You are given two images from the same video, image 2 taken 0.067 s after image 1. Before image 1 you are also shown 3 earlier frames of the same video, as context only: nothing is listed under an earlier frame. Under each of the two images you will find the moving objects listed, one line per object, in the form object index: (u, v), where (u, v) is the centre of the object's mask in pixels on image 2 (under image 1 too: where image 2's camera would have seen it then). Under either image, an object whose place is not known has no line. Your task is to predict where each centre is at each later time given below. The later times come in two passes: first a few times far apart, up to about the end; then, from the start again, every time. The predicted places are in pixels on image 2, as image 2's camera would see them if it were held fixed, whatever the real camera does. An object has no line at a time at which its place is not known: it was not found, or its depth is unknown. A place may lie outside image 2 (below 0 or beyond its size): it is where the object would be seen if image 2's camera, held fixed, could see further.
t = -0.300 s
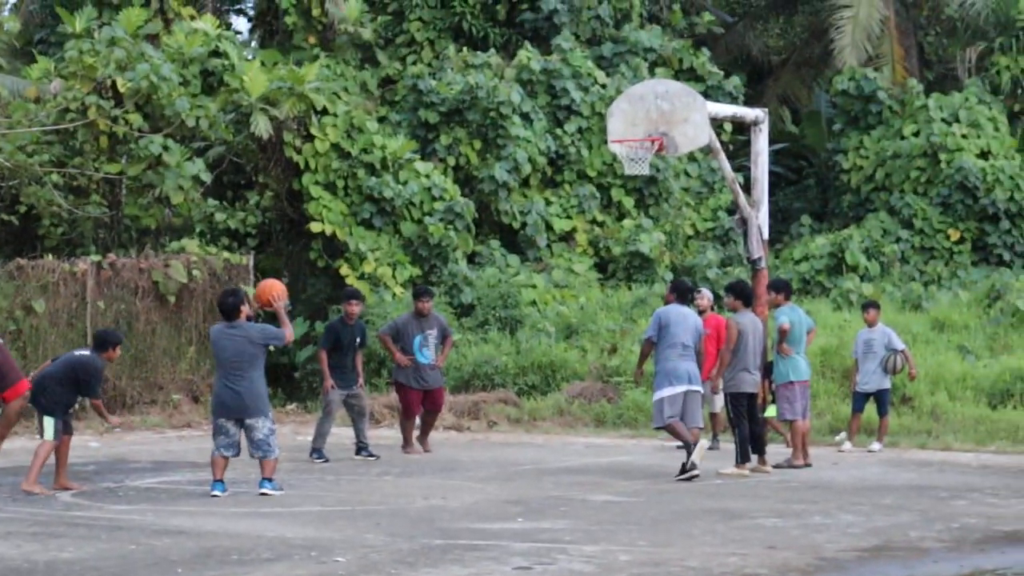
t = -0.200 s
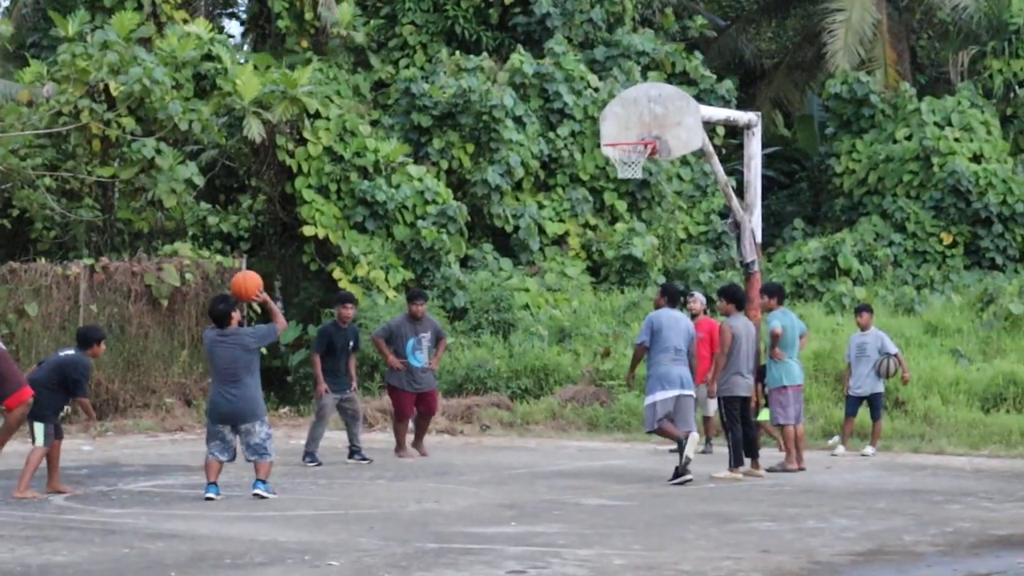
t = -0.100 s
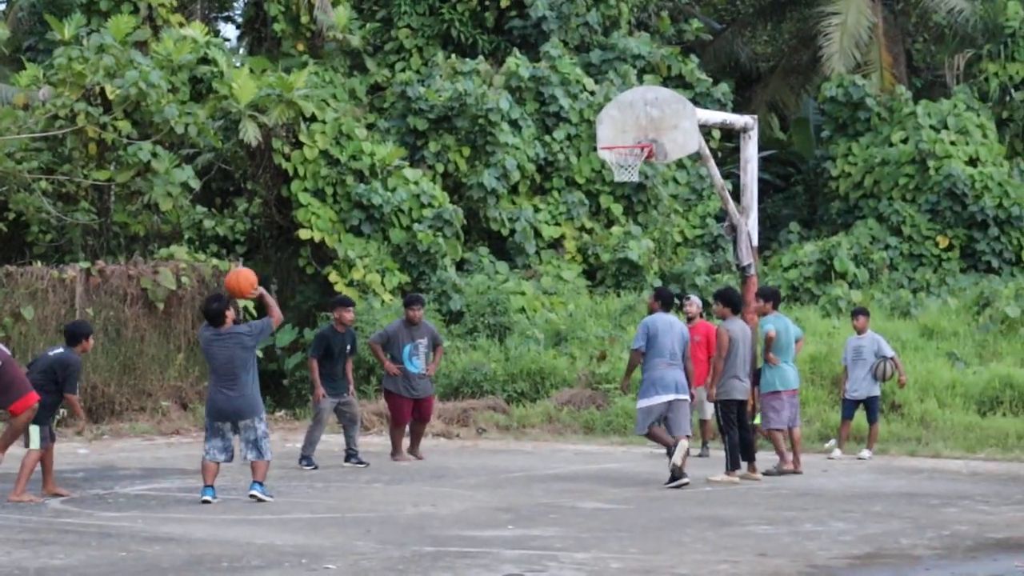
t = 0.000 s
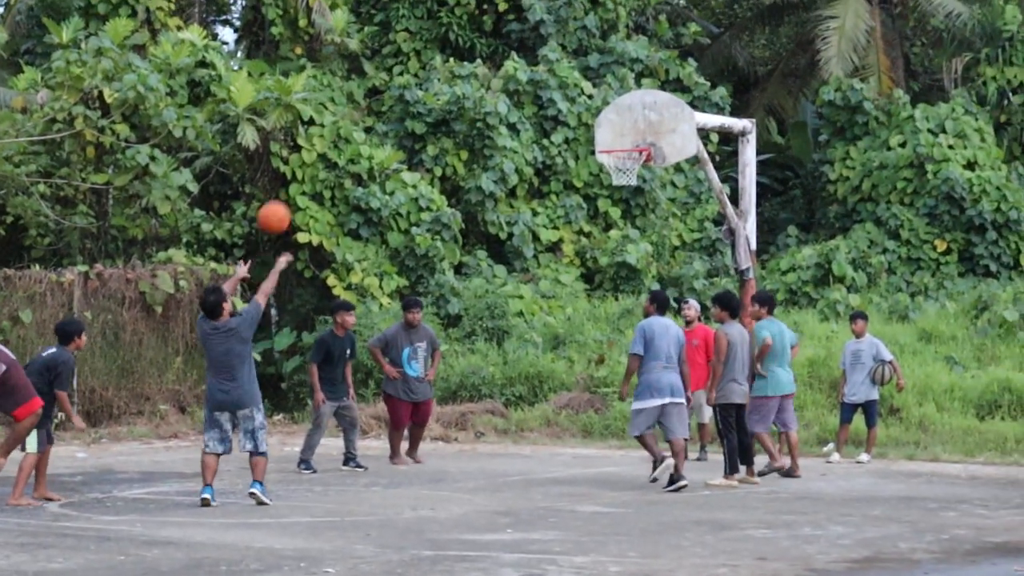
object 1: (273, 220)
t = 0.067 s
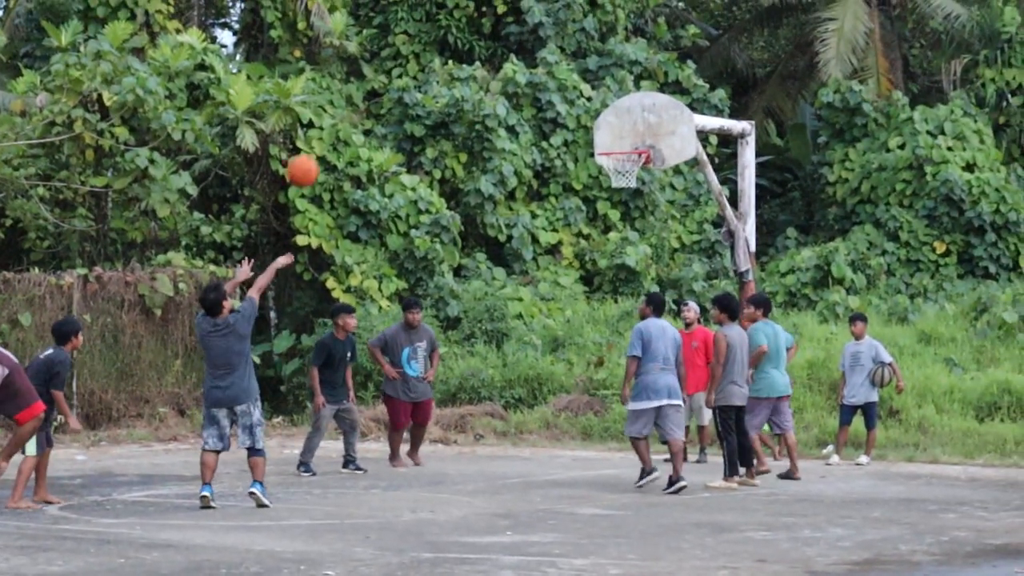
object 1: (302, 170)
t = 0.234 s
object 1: (370, 77)
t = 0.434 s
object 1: (444, 18)
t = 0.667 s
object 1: (521, 11)
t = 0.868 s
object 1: (579, 52)
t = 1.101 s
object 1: (638, 138)
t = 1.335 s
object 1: (614, 86)
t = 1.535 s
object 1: (594, 87)
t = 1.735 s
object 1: (574, 130)
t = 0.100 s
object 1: (317, 148)
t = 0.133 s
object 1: (331, 128)
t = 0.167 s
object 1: (345, 109)
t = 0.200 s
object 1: (358, 93)
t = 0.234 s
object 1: (370, 77)
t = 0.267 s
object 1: (383, 63)
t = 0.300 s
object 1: (396, 51)
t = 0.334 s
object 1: (408, 41)
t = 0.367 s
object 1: (420, 32)
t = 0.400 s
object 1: (432, 24)
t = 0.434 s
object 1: (444, 18)
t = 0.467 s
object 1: (456, 13)
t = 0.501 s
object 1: (467, 9)
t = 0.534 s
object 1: (478, 7)
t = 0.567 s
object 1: (489, 6)
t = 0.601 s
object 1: (500, 7)
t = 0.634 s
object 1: (510, 9)
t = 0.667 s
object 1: (521, 11)
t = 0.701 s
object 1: (531, 15)
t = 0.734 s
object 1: (541, 20)
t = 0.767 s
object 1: (551, 27)
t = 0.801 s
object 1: (561, 34)
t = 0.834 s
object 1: (570, 42)
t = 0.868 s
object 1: (579, 52)
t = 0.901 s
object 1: (589, 62)
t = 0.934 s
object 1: (598, 73)
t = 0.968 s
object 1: (606, 85)
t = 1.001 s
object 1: (614, 99)
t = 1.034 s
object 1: (623, 115)
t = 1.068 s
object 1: (632, 131)
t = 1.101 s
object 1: (638, 138)
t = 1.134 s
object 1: (636, 126)
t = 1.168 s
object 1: (632, 117)
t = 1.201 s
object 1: (628, 108)
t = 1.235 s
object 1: (625, 101)
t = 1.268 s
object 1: (621, 95)
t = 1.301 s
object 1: (617, 90)
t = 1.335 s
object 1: (614, 86)
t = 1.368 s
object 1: (610, 83)
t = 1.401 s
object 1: (608, 82)
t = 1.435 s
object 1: (605, 81)
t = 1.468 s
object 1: (602, 82)
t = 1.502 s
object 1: (597, 84)
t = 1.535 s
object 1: (594, 87)
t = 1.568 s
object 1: (591, 91)
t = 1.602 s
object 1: (588, 97)
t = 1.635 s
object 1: (584, 102)
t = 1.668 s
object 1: (581, 111)
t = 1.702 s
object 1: (577, 120)
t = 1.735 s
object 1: (574, 130)
